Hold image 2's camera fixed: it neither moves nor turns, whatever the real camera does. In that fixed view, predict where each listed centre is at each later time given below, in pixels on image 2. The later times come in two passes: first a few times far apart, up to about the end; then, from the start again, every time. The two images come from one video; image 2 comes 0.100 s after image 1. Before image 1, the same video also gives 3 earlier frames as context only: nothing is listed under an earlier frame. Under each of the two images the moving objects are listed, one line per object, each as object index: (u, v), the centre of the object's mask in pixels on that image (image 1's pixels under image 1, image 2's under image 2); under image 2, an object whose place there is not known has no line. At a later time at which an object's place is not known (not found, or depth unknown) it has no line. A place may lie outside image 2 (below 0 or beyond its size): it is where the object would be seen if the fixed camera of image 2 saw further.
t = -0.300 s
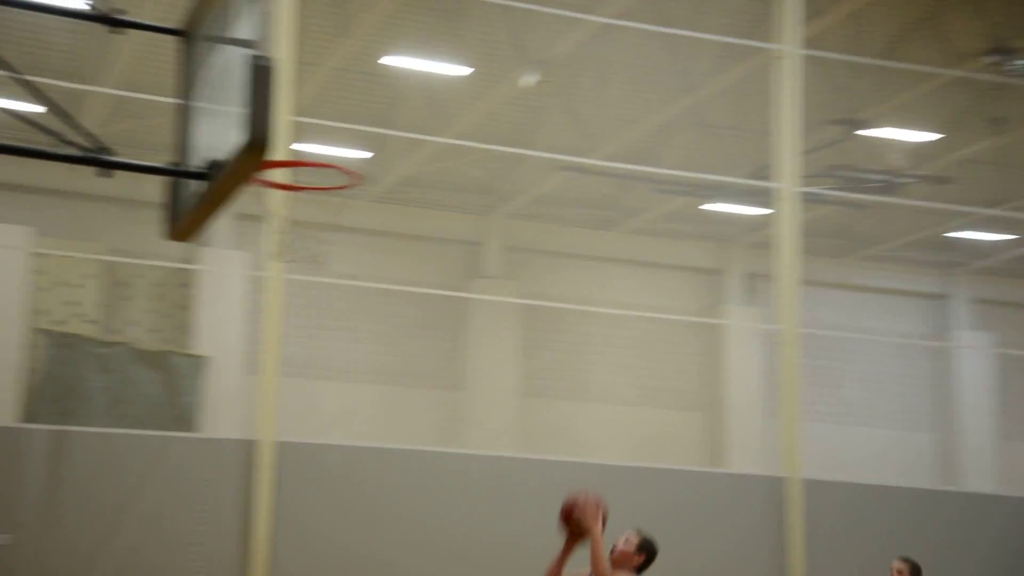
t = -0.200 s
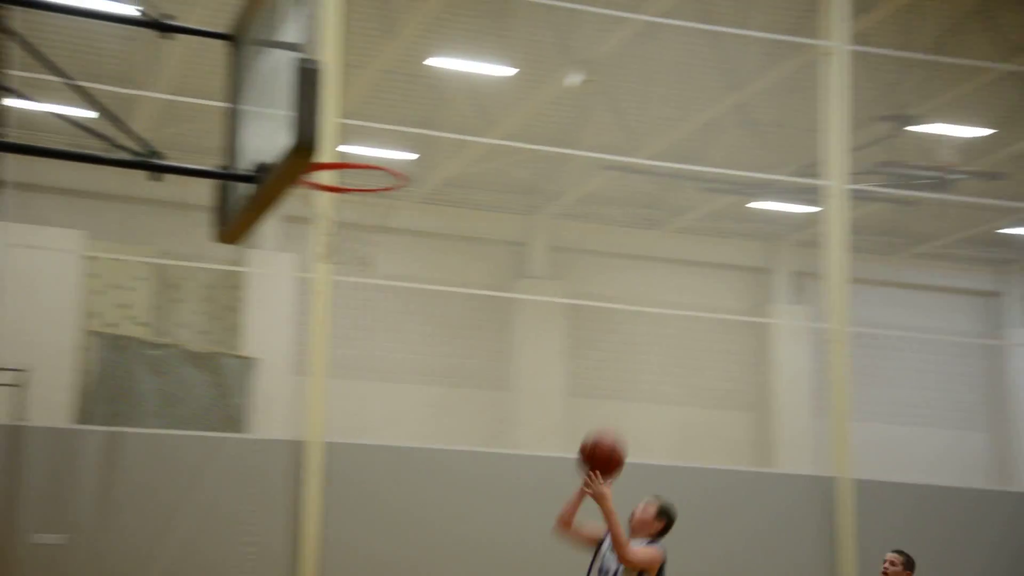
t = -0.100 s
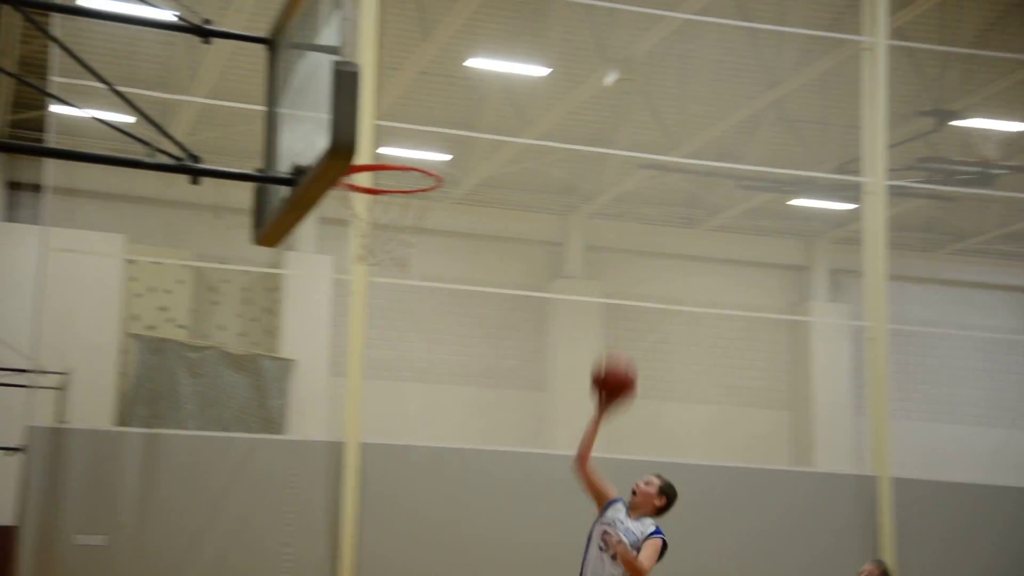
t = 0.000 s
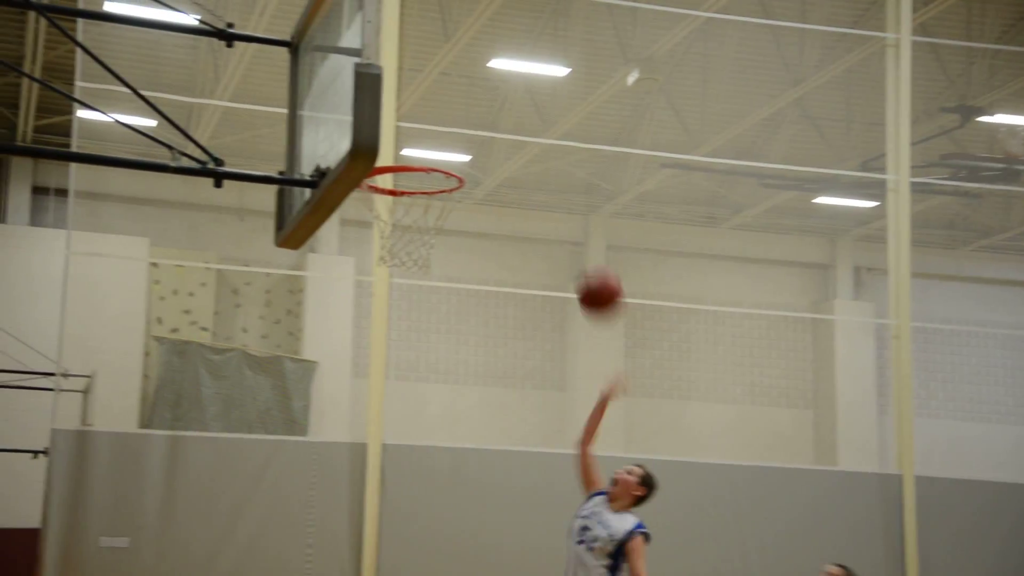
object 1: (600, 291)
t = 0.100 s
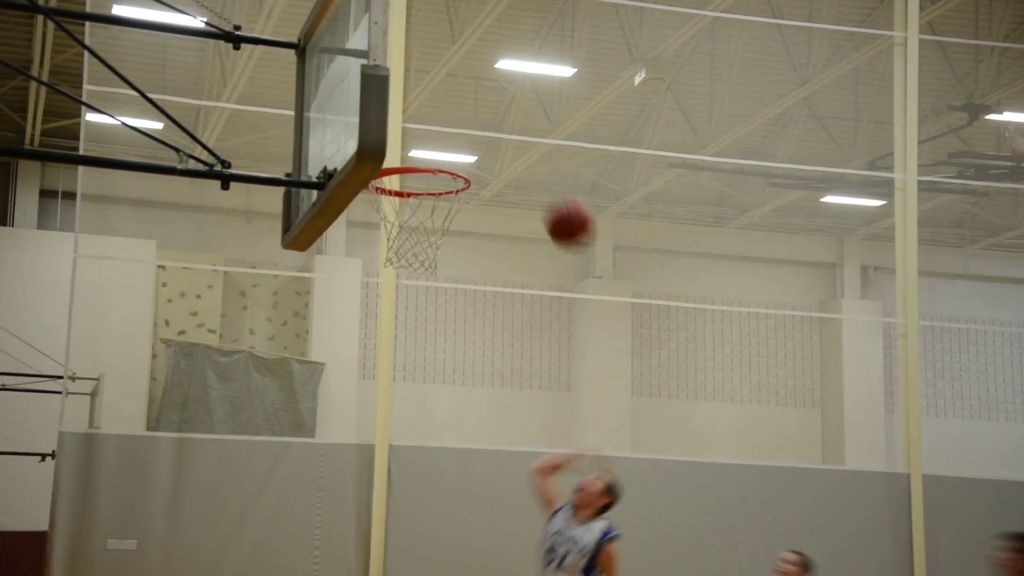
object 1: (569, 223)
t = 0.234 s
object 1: (517, 156)
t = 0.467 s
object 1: (421, 115)
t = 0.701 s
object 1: (408, 127)
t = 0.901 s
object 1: (474, 142)
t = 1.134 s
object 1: (552, 267)
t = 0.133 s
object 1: (556, 202)
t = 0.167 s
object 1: (543, 186)
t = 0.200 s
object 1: (529, 169)
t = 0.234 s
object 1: (517, 156)
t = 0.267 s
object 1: (504, 143)
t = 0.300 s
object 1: (490, 133)
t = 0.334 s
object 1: (477, 125)
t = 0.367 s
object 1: (462, 120)
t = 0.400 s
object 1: (448, 117)
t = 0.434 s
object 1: (435, 115)
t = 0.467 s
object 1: (421, 115)
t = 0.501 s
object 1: (408, 118)
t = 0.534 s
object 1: (399, 125)
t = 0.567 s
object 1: (393, 135)
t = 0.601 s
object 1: (390, 139)
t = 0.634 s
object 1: (396, 141)
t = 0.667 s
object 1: (401, 134)
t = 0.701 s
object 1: (408, 127)
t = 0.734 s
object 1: (417, 124)
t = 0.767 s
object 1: (428, 123)
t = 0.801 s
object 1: (440, 124)
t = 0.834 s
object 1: (451, 128)
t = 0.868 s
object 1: (462, 133)
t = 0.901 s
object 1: (474, 142)
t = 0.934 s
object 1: (485, 154)
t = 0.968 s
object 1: (497, 168)
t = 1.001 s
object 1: (507, 182)
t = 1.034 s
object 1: (518, 200)
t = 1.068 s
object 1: (529, 220)
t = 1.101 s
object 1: (541, 242)
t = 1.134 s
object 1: (552, 267)
